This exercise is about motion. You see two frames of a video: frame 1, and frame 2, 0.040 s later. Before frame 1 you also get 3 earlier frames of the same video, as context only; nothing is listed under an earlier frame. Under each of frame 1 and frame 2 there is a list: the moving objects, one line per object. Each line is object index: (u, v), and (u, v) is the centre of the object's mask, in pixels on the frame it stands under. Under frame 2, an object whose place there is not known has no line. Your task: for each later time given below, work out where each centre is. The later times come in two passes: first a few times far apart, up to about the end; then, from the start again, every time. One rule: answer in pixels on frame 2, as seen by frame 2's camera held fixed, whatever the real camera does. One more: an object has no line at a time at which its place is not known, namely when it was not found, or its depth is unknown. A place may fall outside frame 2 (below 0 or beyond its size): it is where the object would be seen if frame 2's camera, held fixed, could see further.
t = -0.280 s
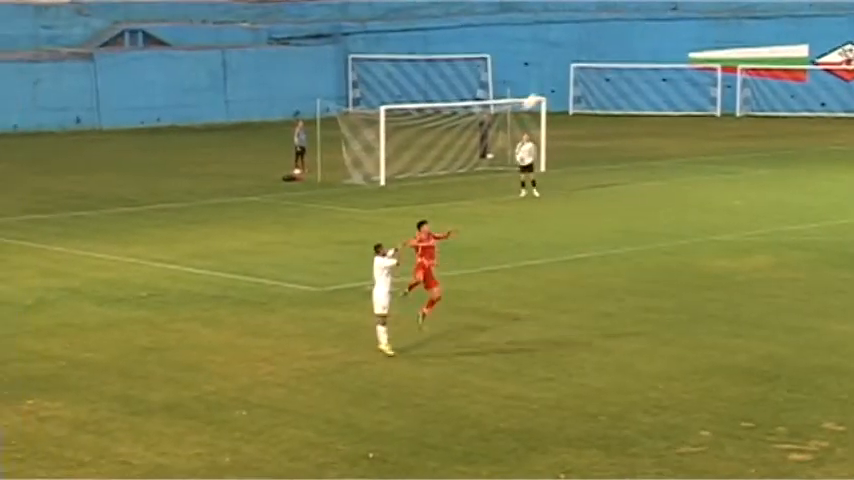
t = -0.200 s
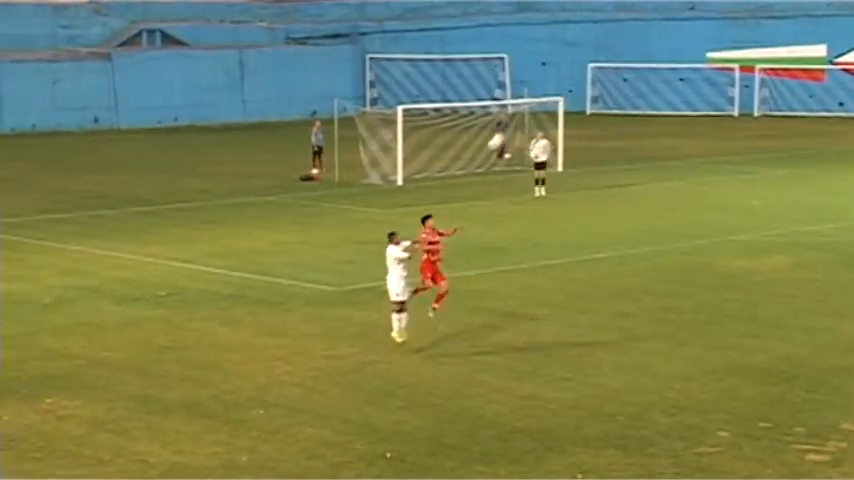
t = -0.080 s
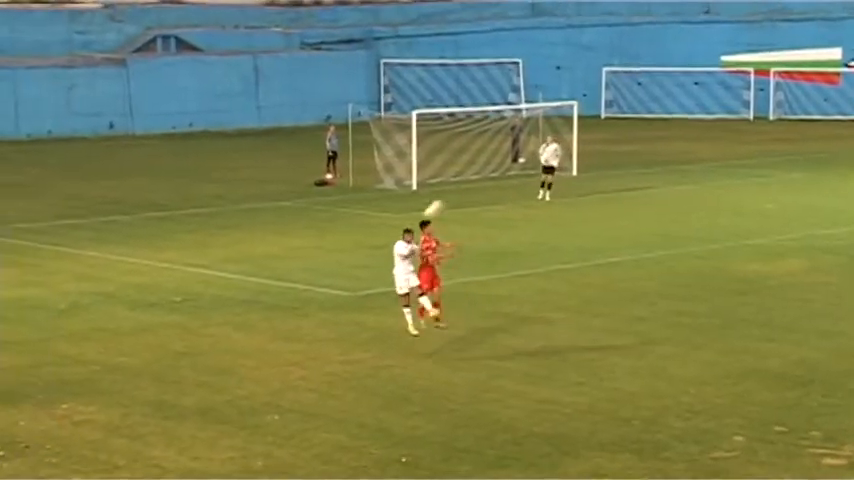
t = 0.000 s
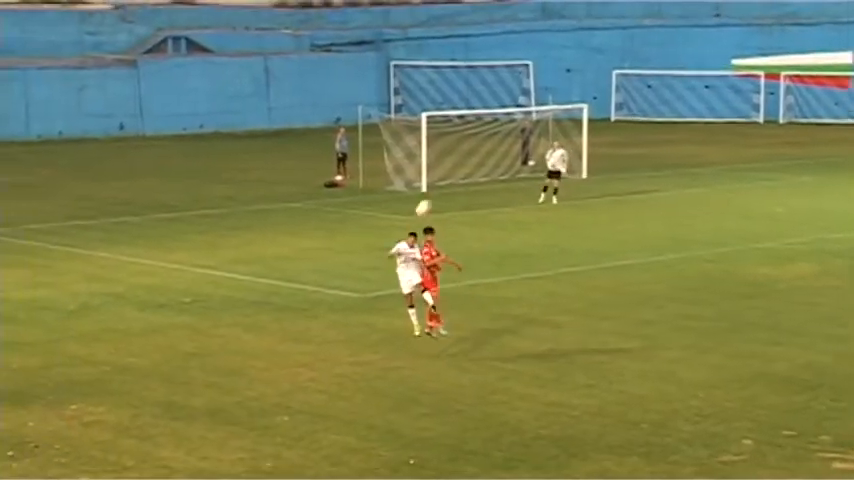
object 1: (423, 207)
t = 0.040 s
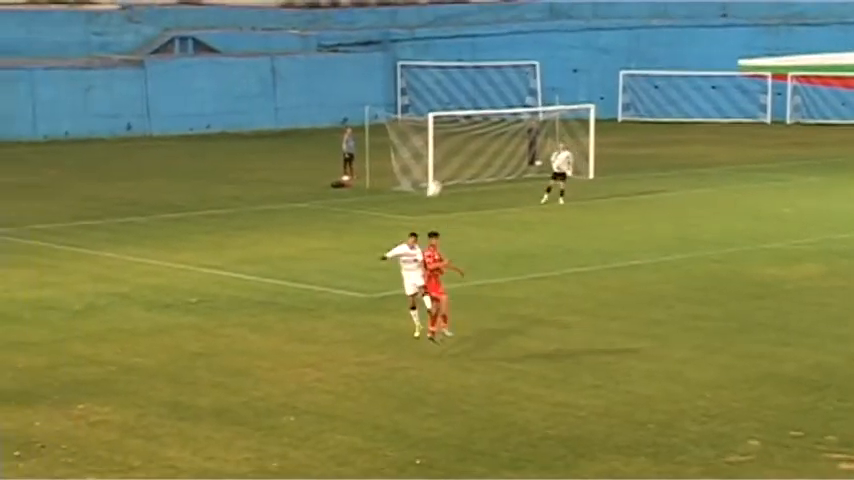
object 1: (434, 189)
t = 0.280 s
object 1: (456, 98)
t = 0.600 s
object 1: (481, 30)
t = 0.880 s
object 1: (503, 18)
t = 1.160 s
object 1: (524, 51)
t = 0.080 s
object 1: (438, 171)
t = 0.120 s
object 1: (442, 155)
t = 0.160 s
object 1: (445, 139)
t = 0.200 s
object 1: (449, 125)
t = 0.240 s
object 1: (453, 110)
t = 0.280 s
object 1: (456, 98)
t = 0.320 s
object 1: (460, 86)
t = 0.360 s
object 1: (463, 75)
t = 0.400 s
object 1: (466, 65)
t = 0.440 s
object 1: (469, 56)
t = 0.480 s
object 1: (472, 48)
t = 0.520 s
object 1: (475, 40)
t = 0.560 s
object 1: (479, 35)
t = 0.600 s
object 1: (481, 30)
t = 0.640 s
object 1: (484, 25)
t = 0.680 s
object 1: (487, 21)
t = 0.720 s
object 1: (491, 19)
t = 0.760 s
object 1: (494, 17)
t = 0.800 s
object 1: (497, 17)
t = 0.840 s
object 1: (500, 17)
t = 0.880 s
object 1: (503, 18)
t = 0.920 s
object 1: (506, 20)
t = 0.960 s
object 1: (508, 23)
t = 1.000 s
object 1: (512, 27)
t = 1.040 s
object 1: (515, 32)
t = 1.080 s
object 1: (518, 37)
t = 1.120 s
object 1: (521, 44)
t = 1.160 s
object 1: (524, 51)
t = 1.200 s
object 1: (527, 59)
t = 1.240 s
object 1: (530, 68)
